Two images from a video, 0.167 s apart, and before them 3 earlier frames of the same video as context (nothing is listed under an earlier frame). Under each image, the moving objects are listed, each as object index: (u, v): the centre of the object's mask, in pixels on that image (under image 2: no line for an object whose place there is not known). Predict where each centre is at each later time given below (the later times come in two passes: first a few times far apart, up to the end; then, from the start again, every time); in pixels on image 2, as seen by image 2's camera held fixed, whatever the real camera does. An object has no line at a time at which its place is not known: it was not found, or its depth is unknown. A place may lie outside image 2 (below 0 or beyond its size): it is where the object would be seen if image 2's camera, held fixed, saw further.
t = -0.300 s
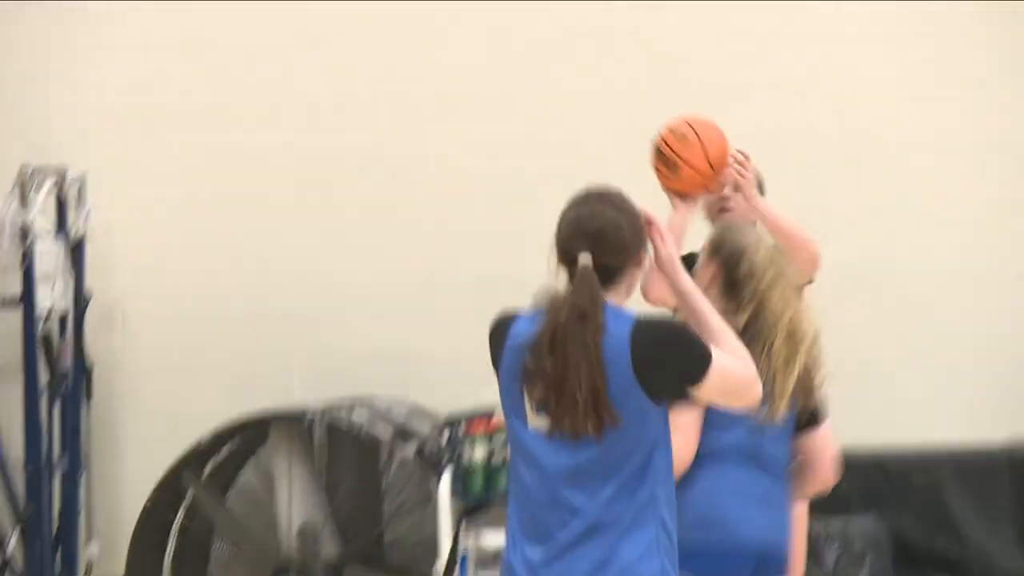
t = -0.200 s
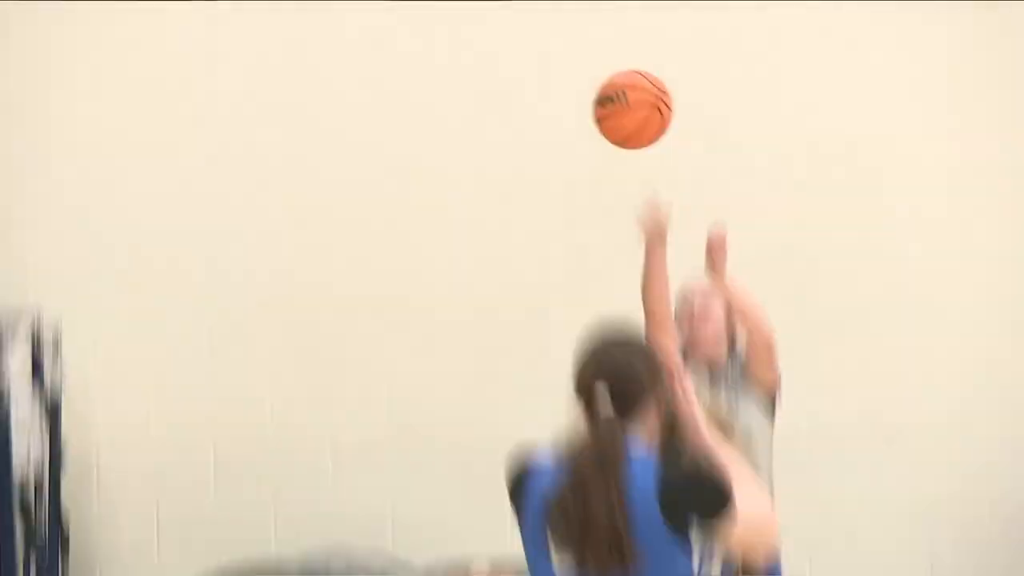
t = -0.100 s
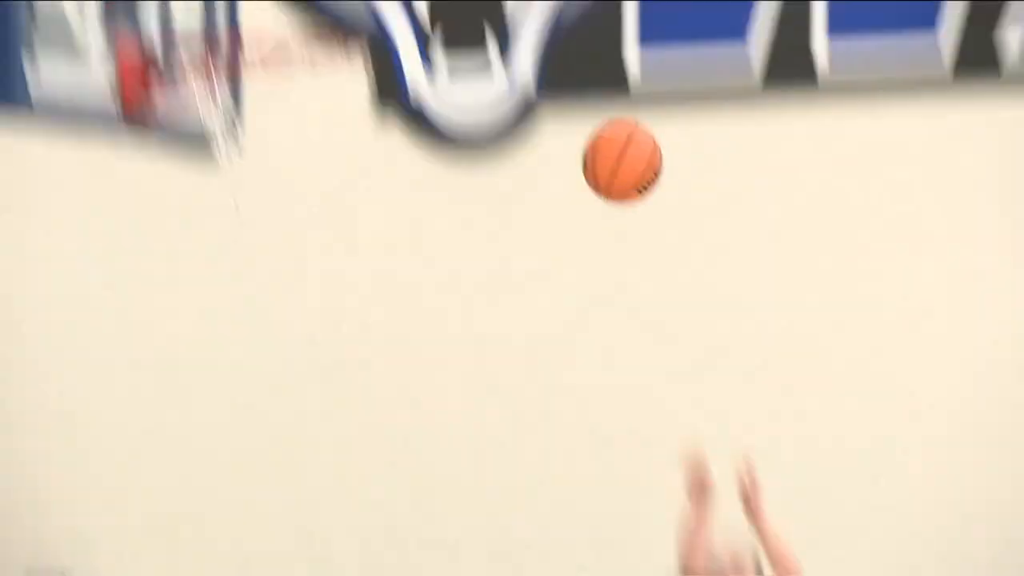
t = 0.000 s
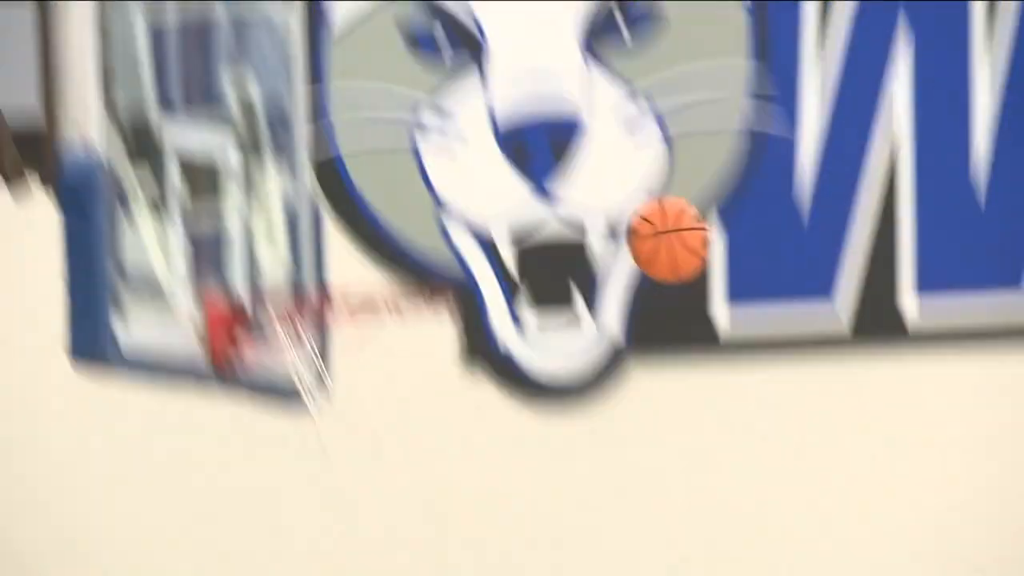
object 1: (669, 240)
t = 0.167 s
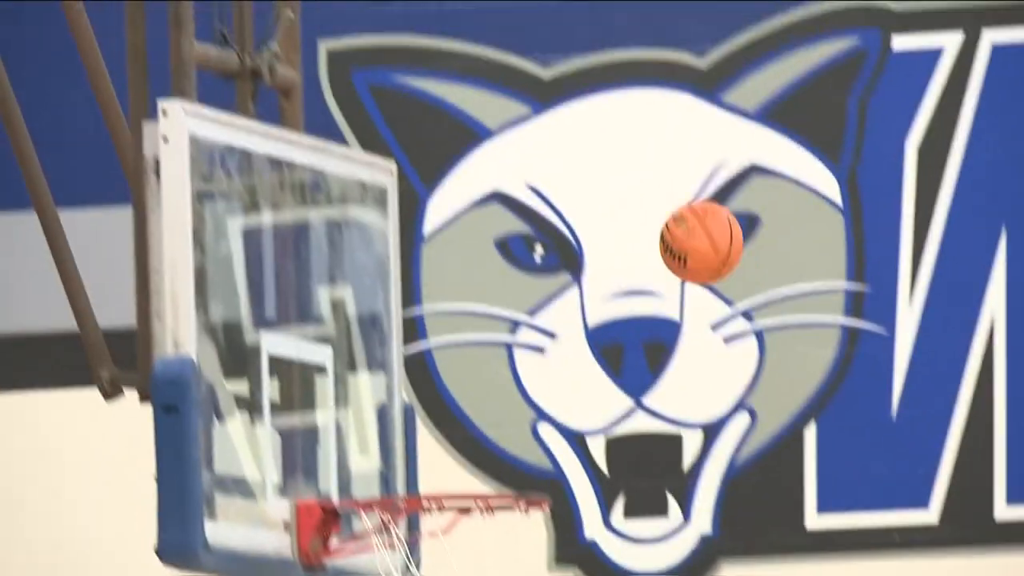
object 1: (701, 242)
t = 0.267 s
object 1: (666, 172)
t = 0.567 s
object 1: (572, 171)
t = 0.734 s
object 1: (518, 310)
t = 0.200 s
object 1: (690, 216)
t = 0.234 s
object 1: (678, 192)
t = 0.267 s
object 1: (666, 172)
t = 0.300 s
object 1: (655, 157)
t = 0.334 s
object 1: (644, 145)
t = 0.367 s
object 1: (634, 137)
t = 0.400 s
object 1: (623, 132)
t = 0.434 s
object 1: (613, 132)
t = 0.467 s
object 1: (603, 136)
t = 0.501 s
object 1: (592, 143)
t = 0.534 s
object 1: (582, 155)
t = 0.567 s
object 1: (572, 171)
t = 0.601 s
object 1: (560, 191)
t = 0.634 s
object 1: (550, 215)
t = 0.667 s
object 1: (539, 242)
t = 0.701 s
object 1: (529, 273)
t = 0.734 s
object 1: (518, 310)
